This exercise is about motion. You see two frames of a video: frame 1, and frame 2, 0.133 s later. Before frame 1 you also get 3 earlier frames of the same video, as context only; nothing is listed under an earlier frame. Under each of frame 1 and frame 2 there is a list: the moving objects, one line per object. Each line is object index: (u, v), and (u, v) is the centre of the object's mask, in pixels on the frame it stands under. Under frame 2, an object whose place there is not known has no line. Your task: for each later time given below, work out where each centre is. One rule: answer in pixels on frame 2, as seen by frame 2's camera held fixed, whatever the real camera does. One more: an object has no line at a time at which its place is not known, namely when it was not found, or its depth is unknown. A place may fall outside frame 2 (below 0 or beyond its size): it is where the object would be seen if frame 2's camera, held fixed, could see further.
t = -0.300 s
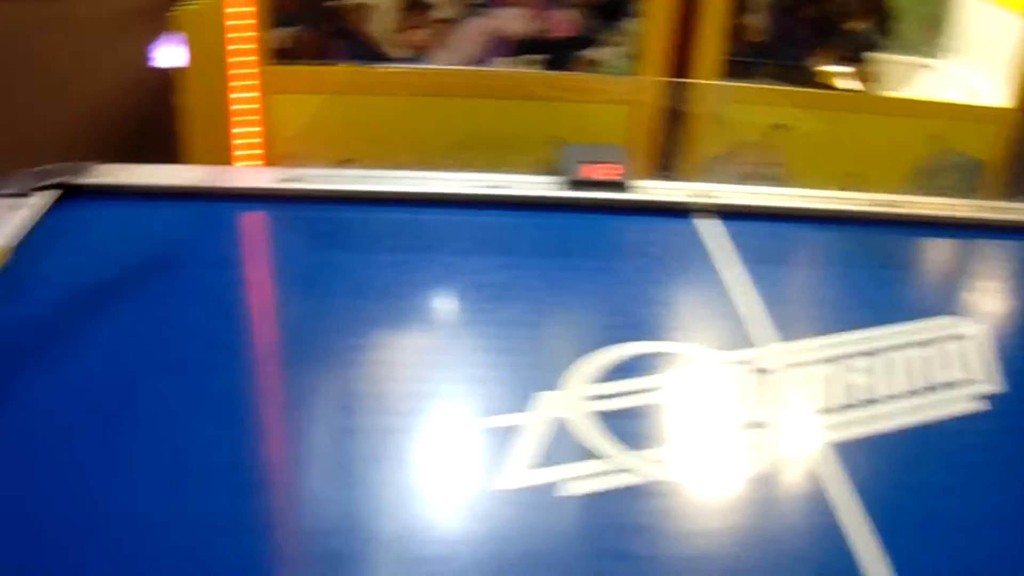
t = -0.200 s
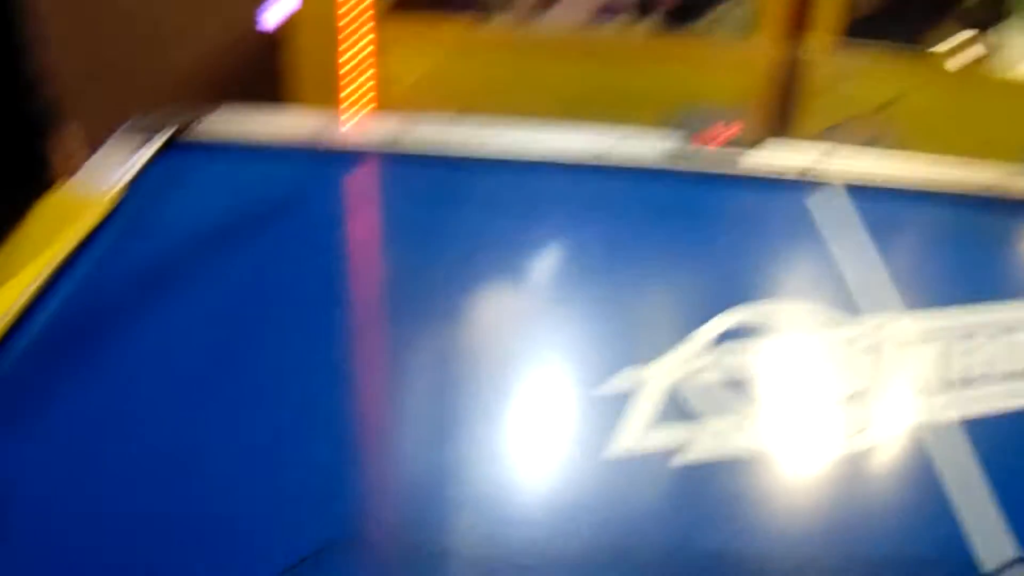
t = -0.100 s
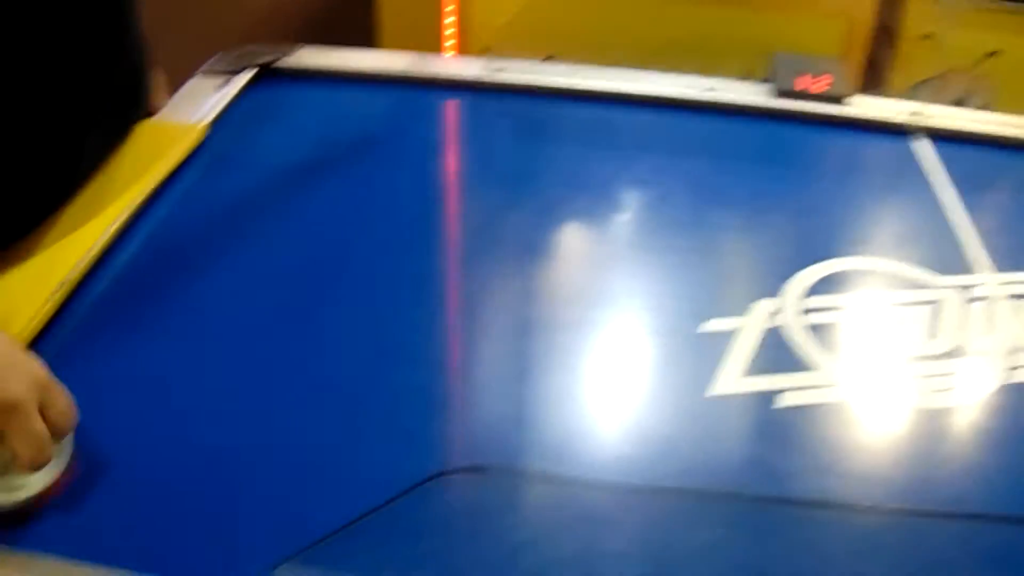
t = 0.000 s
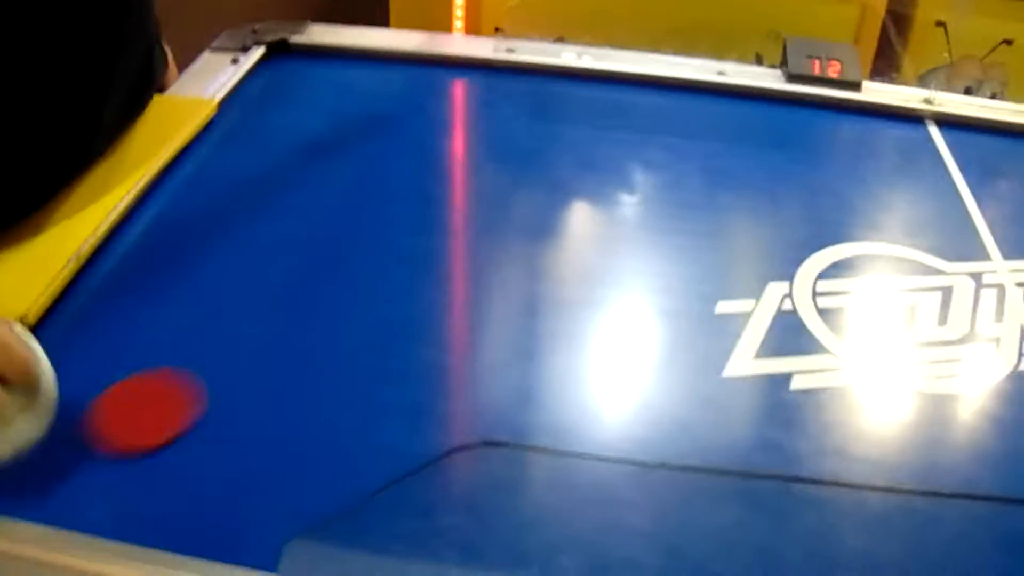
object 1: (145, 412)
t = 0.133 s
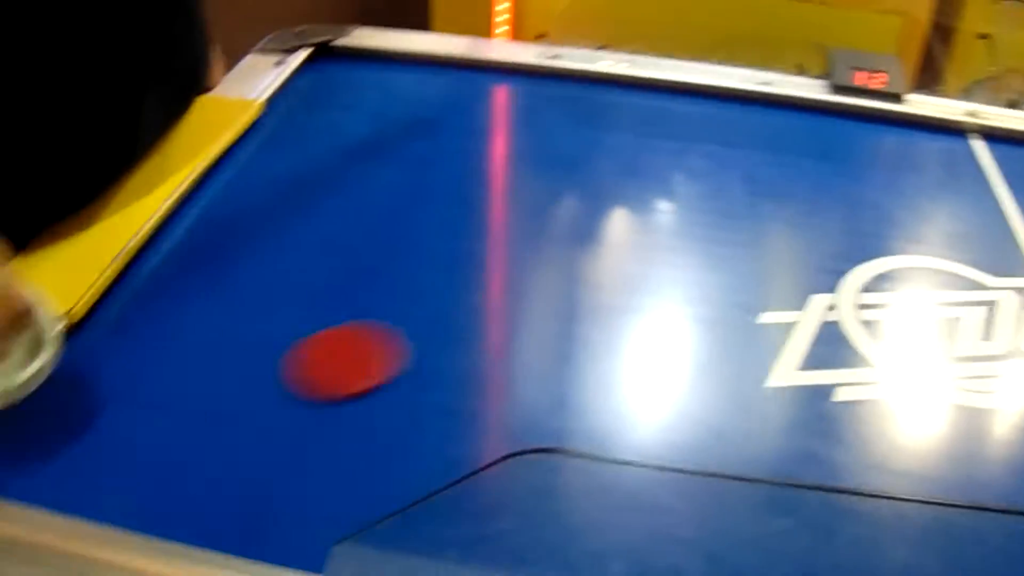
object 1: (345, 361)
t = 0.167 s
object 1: (384, 349)
